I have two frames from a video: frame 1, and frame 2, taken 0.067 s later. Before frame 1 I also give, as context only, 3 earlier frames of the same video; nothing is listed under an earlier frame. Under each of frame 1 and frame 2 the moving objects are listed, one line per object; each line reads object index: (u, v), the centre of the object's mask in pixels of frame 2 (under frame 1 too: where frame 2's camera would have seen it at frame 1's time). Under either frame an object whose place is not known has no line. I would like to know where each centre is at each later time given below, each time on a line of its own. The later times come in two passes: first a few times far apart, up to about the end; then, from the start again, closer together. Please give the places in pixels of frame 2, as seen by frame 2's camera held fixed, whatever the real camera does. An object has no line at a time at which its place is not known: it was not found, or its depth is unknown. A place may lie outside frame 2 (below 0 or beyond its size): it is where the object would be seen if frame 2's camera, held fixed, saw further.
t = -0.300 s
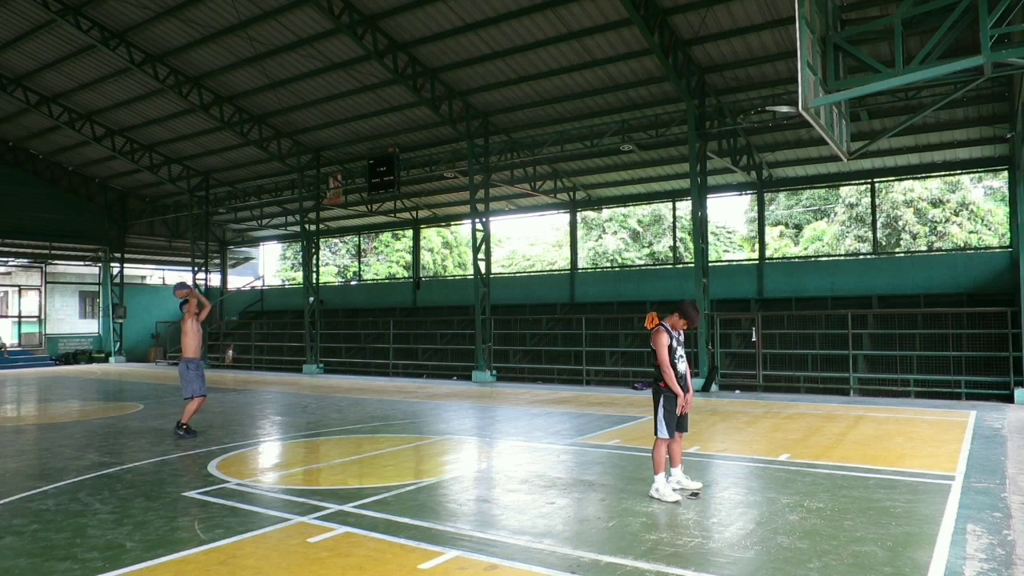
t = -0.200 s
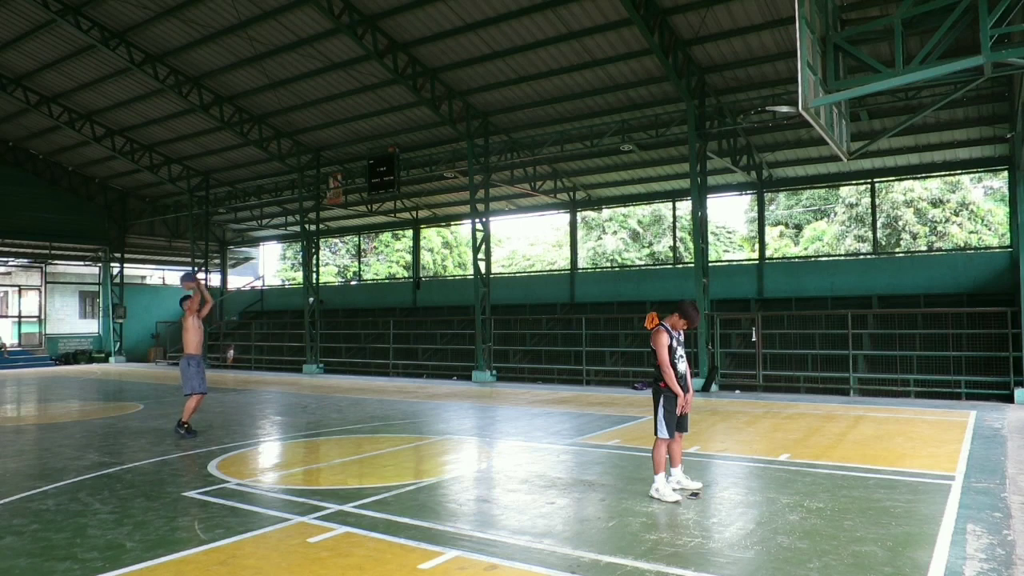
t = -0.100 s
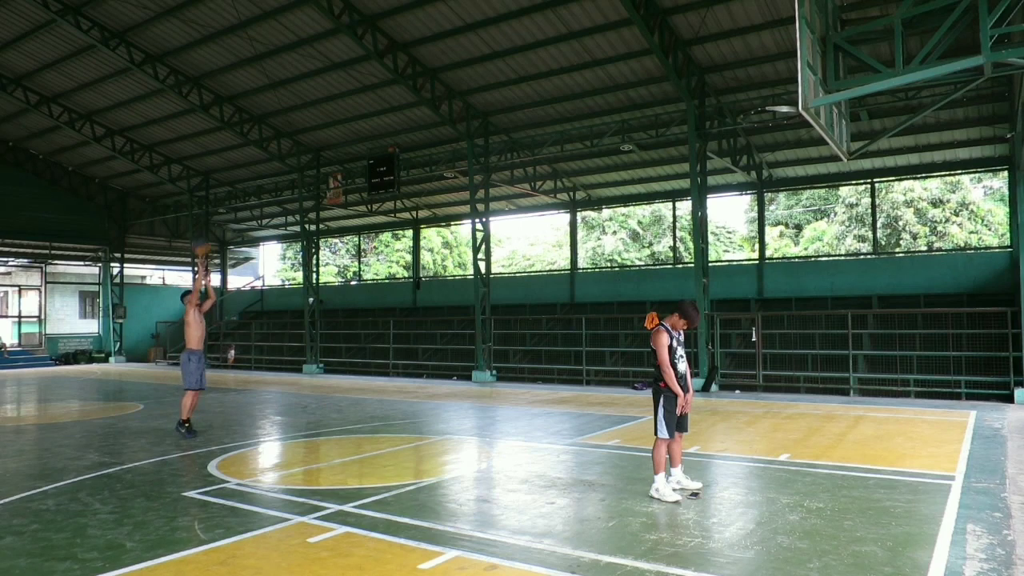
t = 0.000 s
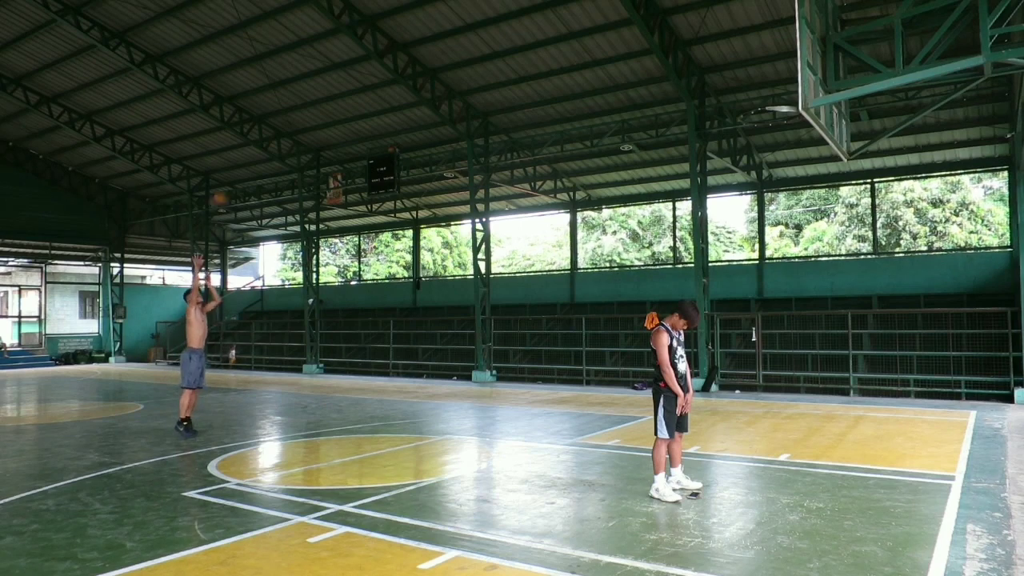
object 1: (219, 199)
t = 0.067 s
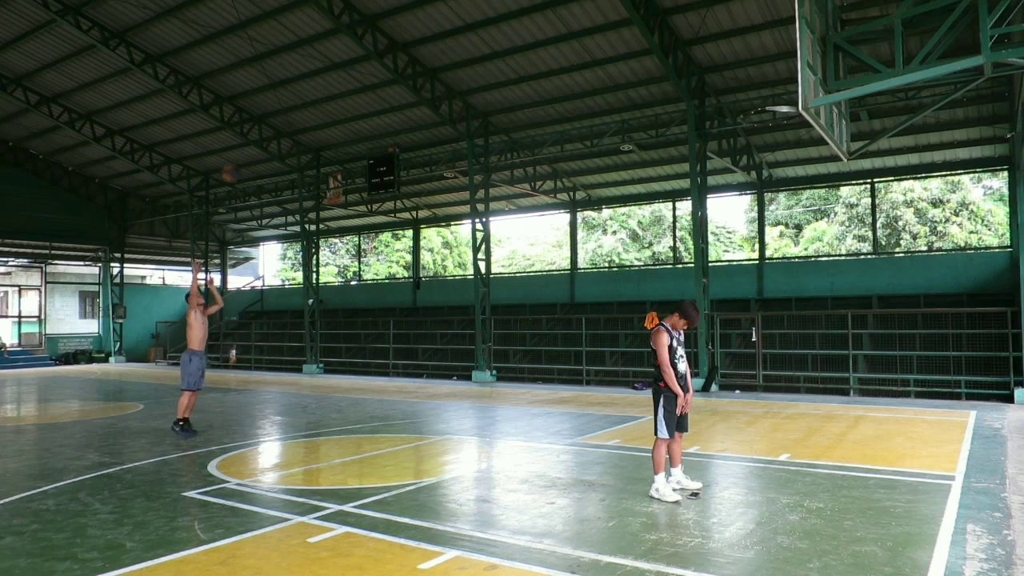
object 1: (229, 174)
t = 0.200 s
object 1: (257, 129)
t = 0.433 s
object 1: (303, 75)
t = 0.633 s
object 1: (346, 64)
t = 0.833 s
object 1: (393, 86)
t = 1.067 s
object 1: (454, 161)
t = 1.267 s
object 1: (513, 278)
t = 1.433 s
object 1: (568, 414)
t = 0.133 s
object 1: (243, 149)
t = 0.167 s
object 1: (250, 137)
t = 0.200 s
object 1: (257, 129)
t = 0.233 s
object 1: (263, 119)
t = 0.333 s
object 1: (282, 94)
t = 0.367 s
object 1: (288, 87)
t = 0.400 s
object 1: (296, 80)
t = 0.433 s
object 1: (303, 75)
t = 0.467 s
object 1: (309, 71)
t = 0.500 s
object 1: (315, 68)
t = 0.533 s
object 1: (323, 67)
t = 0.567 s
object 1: (331, 65)
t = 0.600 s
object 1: (338, 64)
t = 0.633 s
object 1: (346, 64)
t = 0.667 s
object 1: (355, 65)
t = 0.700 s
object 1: (362, 65)
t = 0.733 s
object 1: (369, 69)
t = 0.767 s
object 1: (377, 74)
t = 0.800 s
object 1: (385, 79)
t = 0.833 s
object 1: (393, 86)
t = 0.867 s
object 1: (401, 94)
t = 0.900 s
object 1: (409, 100)
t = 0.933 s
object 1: (418, 111)
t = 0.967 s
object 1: (426, 121)
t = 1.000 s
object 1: (436, 133)
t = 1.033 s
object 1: (444, 146)
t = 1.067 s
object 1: (454, 161)
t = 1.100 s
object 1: (463, 176)
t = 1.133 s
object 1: (472, 194)
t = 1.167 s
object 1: (483, 211)
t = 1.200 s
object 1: (492, 232)
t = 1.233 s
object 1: (502, 253)
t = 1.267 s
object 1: (513, 278)
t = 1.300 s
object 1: (523, 301)
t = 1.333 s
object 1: (534, 327)
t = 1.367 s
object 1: (545, 354)
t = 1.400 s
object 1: (557, 383)
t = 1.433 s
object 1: (568, 414)
